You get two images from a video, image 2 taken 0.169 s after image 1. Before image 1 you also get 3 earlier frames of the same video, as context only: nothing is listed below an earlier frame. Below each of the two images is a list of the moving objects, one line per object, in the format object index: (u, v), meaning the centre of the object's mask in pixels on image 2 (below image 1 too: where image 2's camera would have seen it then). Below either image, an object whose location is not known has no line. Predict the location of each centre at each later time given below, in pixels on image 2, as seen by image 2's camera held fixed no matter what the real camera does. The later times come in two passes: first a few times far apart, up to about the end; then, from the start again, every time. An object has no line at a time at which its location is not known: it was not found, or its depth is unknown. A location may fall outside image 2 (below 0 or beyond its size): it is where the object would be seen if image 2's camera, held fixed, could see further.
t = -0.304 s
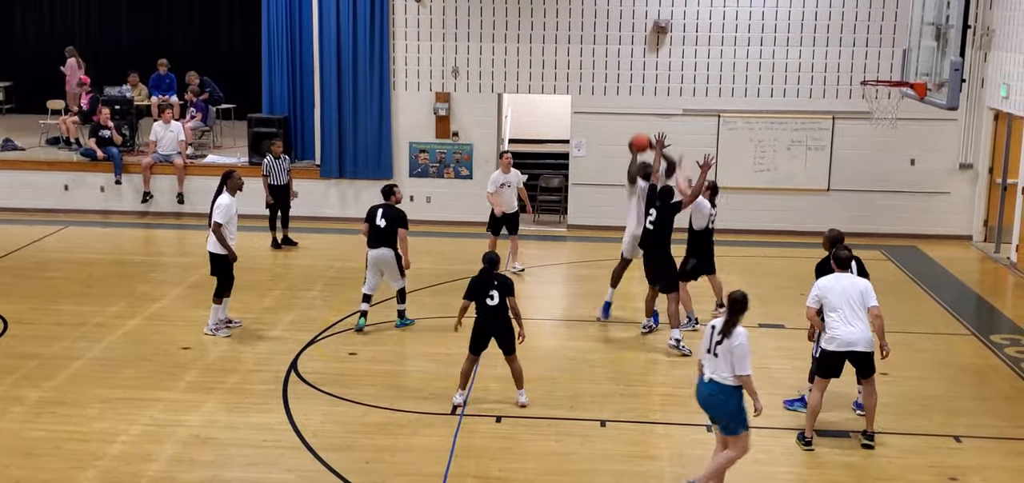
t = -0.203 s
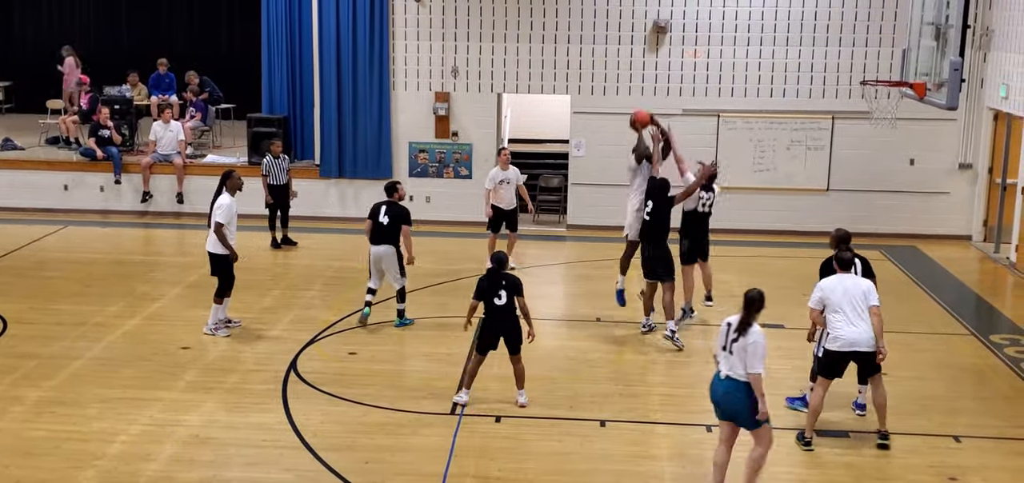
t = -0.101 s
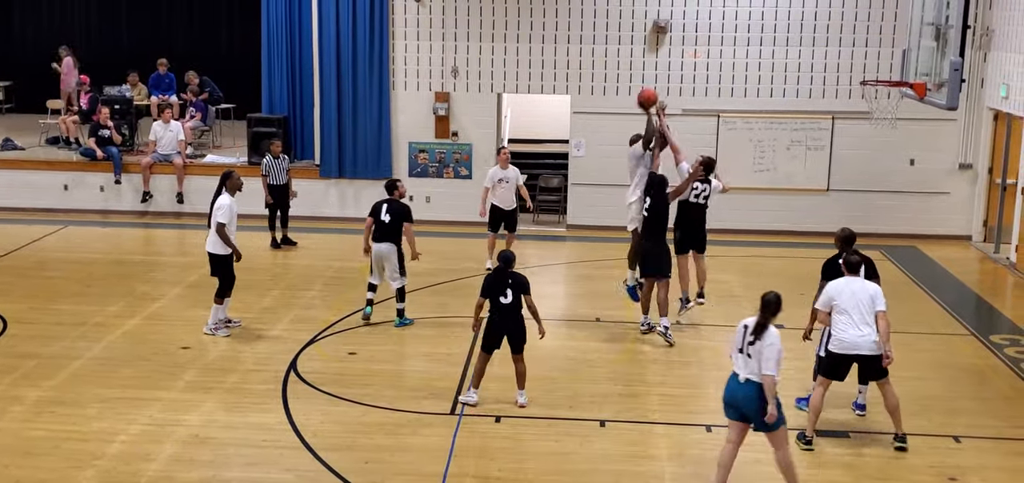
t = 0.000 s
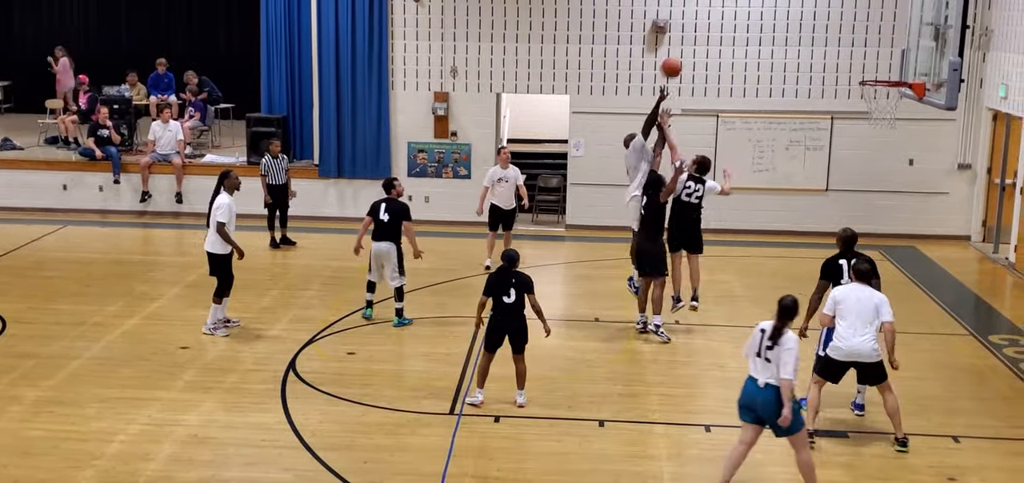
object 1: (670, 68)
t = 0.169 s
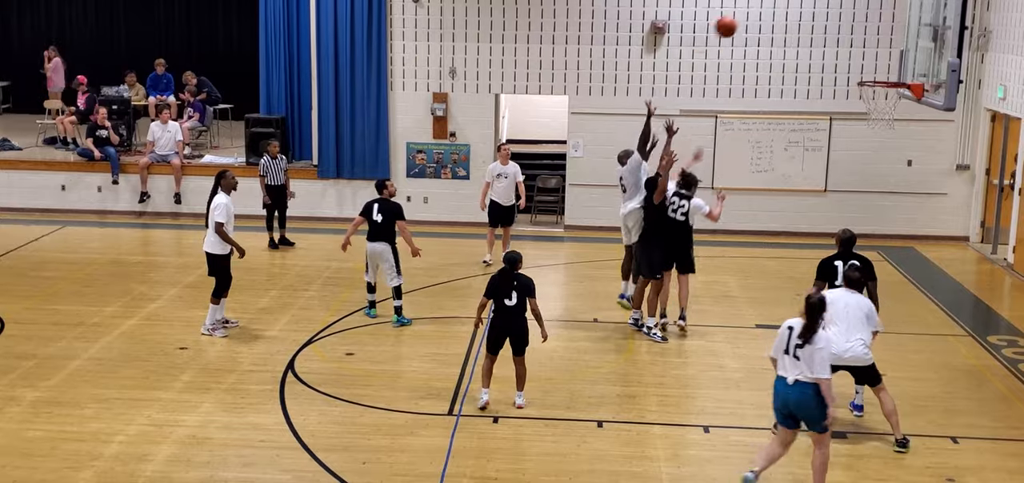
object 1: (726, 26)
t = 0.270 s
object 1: (760, 12)
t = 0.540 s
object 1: (855, 21)
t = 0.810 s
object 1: (890, 64)
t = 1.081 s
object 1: (821, 61)
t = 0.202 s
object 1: (738, 21)
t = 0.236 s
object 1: (749, 16)
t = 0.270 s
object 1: (760, 12)
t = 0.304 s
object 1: (772, 10)
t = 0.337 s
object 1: (784, 9)
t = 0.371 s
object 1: (796, 8)
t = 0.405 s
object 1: (807, 8)
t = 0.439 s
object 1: (820, 9)
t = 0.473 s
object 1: (831, 12)
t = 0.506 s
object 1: (843, 16)
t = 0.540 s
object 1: (855, 21)
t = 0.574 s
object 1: (867, 27)
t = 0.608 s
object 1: (880, 34)
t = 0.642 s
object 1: (892, 43)
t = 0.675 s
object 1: (903, 53)
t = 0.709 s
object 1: (914, 61)
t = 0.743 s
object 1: (907, 71)
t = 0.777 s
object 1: (899, 69)
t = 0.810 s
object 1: (890, 64)
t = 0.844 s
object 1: (882, 60)
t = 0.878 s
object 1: (874, 57)
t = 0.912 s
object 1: (865, 54)
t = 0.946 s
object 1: (856, 53)
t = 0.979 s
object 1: (848, 54)
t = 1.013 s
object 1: (838, 55)
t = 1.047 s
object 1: (830, 58)
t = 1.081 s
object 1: (821, 61)
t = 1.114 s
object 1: (811, 66)
